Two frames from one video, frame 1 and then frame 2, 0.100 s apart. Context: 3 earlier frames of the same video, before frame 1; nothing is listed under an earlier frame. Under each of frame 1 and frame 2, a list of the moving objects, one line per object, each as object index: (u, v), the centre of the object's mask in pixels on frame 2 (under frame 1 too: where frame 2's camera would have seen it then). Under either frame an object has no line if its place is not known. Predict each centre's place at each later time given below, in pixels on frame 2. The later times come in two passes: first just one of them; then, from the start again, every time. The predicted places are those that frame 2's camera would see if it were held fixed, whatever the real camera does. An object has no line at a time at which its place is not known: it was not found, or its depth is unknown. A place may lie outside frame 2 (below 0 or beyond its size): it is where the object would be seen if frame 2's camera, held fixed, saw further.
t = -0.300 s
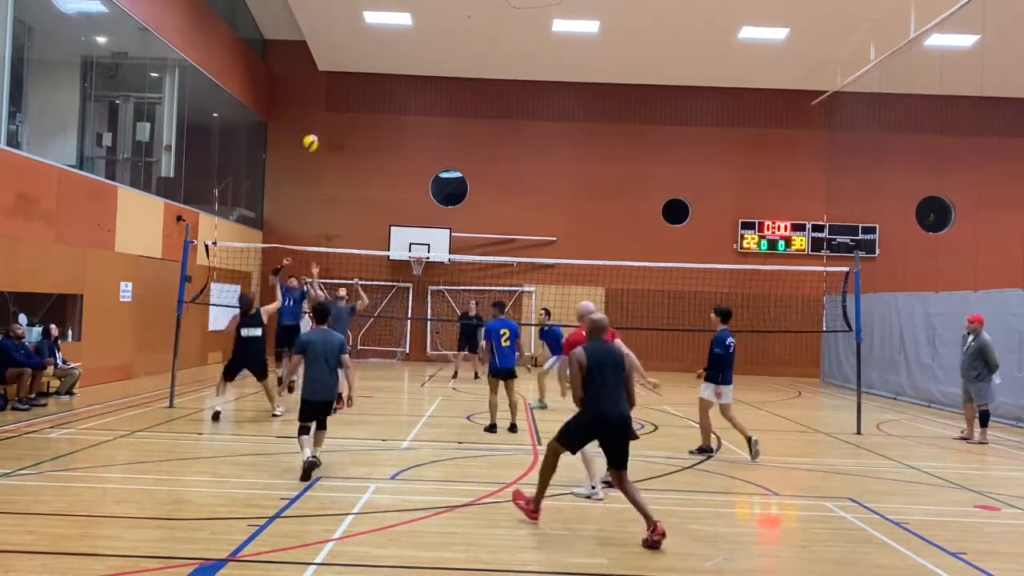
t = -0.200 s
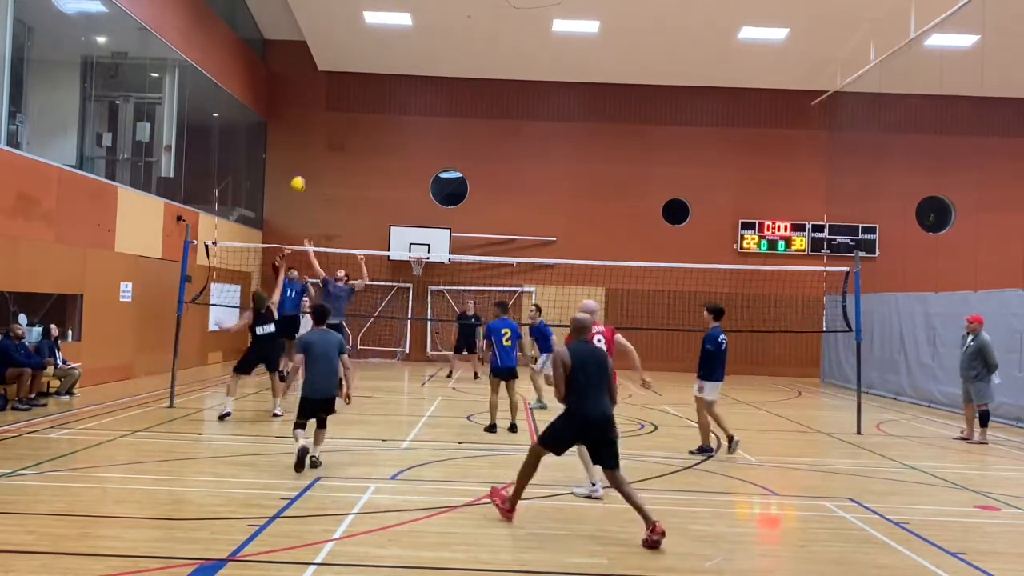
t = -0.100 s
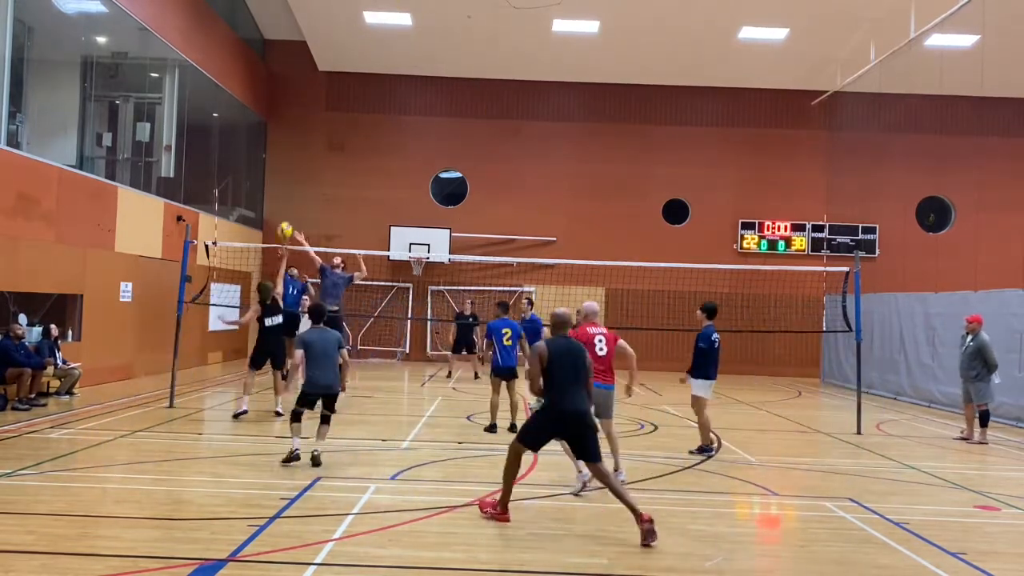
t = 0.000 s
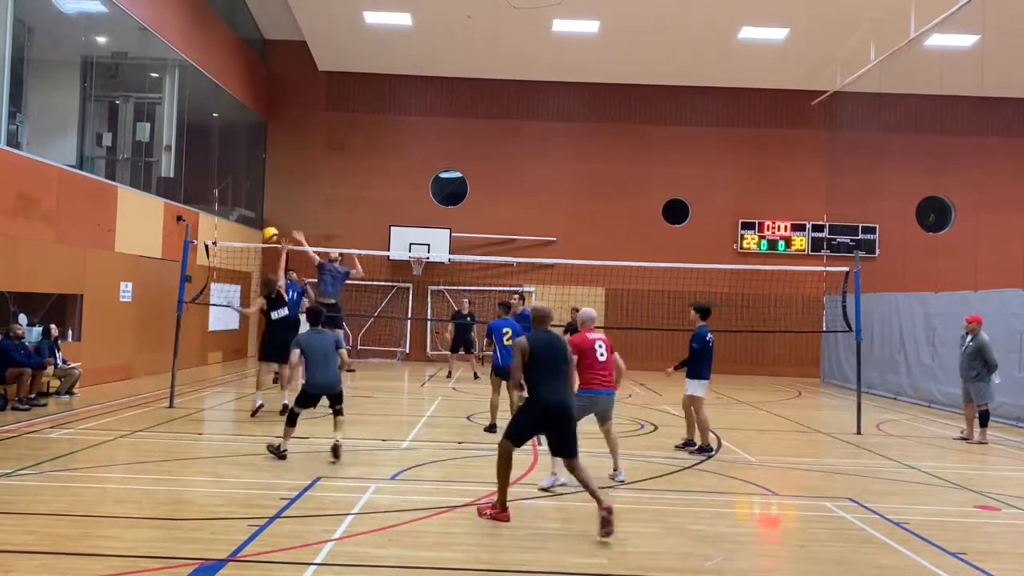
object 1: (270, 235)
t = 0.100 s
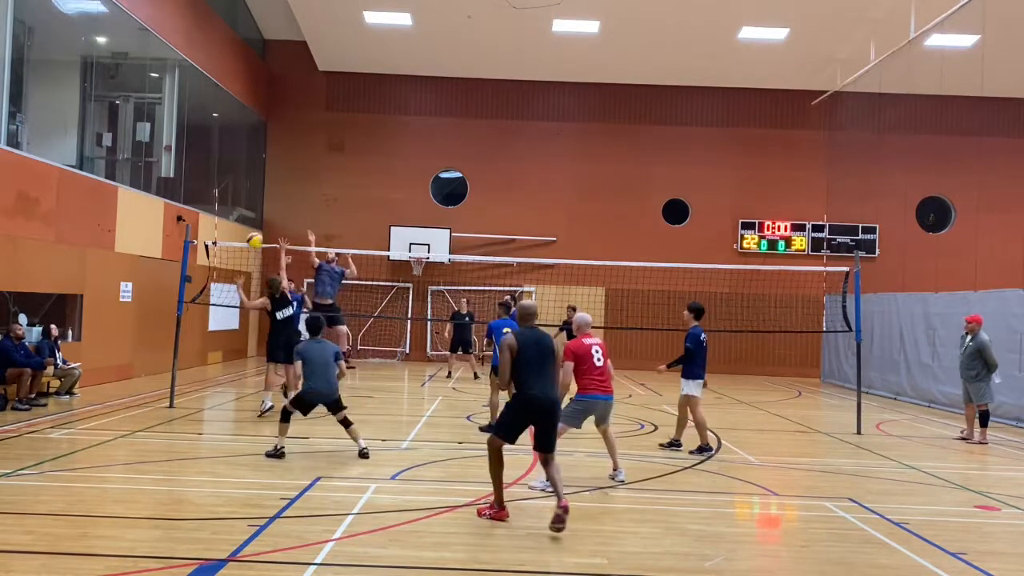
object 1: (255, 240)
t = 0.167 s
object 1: (243, 248)
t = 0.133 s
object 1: (250, 244)
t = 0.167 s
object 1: (243, 248)
